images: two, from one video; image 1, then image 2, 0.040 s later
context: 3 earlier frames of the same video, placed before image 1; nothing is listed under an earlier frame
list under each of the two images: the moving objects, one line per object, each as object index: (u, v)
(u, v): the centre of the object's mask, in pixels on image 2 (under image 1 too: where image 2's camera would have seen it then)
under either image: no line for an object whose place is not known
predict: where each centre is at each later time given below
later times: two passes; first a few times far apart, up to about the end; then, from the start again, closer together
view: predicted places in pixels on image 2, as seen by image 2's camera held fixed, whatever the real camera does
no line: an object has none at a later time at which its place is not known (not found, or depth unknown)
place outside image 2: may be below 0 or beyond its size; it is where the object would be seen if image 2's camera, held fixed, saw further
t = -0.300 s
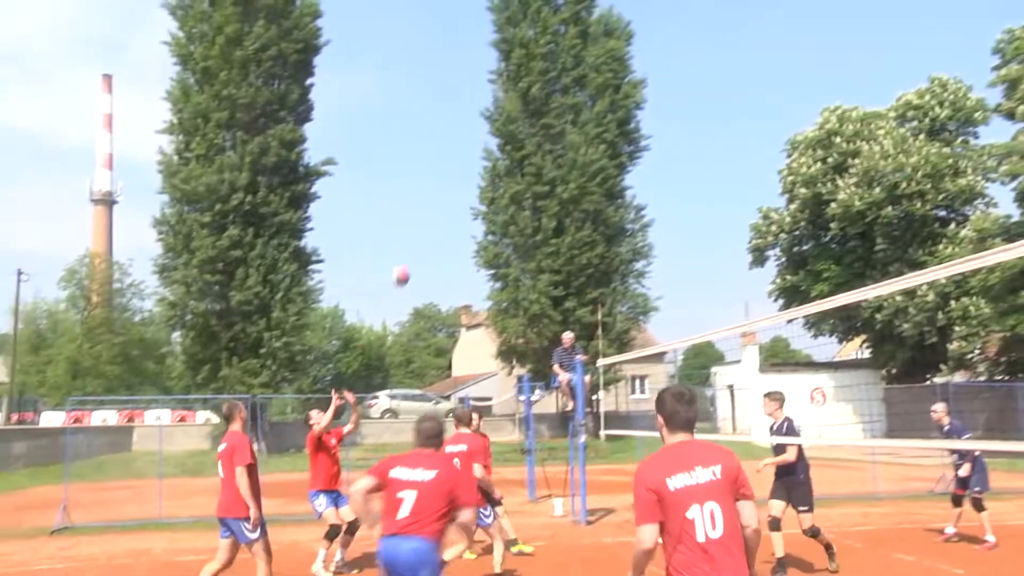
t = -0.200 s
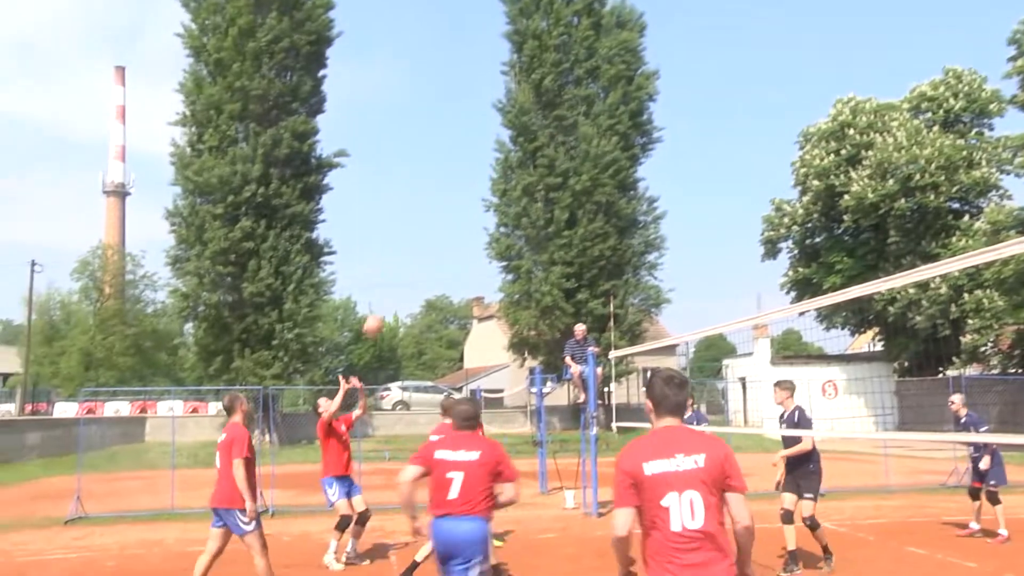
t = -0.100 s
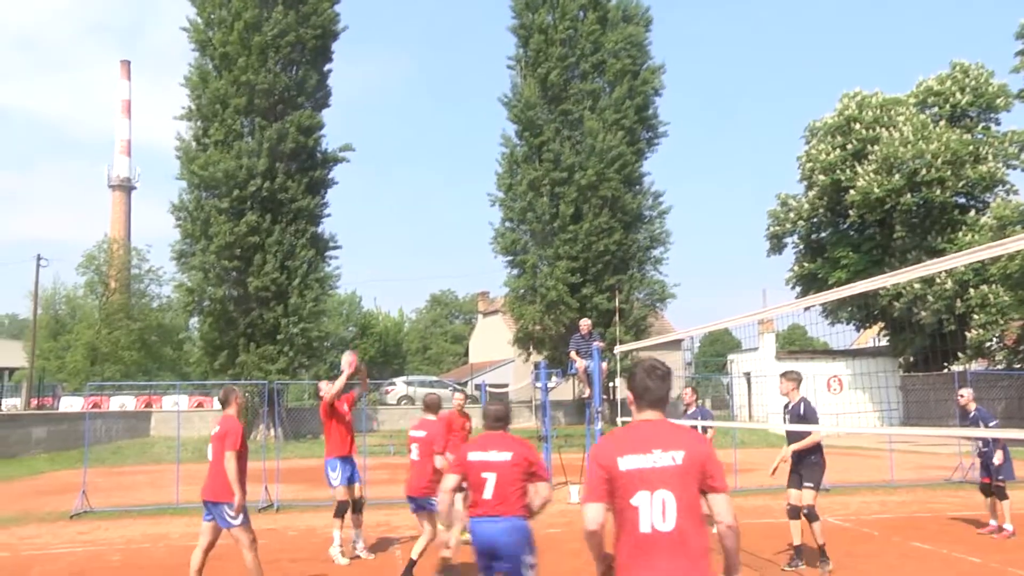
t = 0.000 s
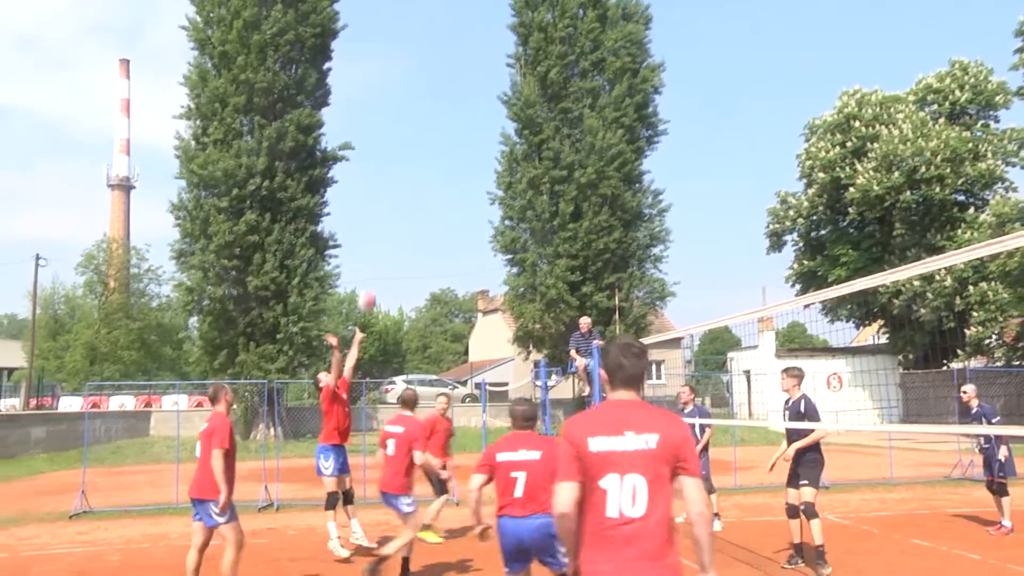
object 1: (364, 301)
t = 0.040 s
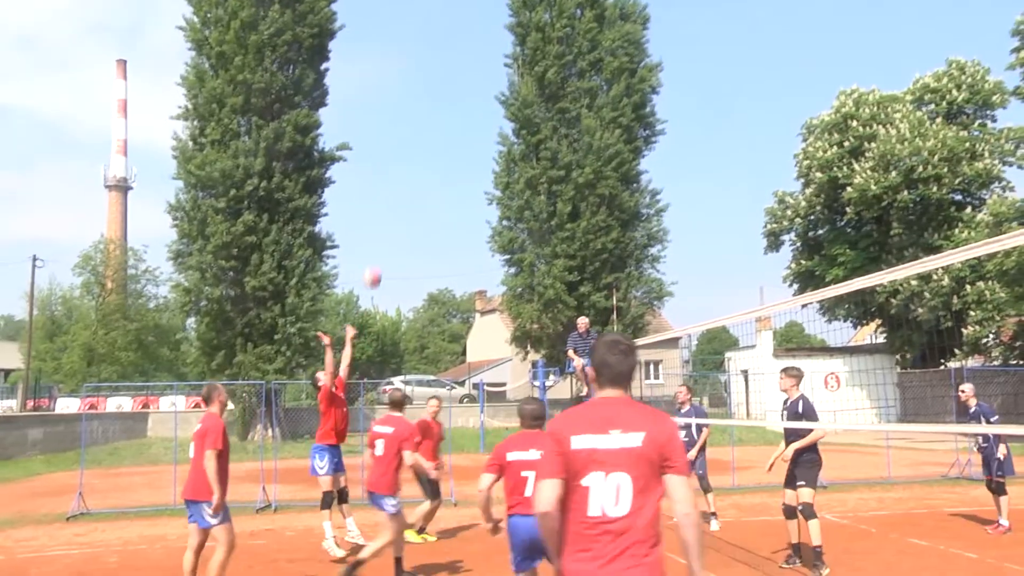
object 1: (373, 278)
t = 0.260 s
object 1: (414, 174)
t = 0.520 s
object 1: (465, 102)
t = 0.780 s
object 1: (521, 86)
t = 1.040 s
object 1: (582, 134)
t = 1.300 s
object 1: (650, 263)
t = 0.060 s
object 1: (376, 267)
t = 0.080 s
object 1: (380, 256)
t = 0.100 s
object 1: (384, 246)
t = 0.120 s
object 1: (388, 236)
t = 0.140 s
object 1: (392, 226)
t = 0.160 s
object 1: (395, 217)
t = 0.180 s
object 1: (399, 207)
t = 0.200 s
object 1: (403, 199)
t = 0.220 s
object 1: (407, 190)
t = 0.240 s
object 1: (410, 182)
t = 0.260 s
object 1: (414, 174)
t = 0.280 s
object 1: (418, 167)
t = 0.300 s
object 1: (422, 159)
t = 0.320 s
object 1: (426, 153)
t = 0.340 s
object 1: (430, 146)
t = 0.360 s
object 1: (434, 139)
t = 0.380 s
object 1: (437, 134)
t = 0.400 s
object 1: (441, 128)
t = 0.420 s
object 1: (446, 123)
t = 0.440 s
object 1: (449, 118)
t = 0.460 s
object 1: (453, 114)
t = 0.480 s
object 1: (456, 110)
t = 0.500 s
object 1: (461, 105)
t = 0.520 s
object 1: (465, 102)
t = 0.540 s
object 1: (469, 98)
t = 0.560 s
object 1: (474, 95)
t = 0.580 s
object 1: (478, 93)
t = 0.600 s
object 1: (482, 91)
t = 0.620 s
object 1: (487, 89)
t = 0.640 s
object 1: (491, 87)
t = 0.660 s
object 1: (495, 86)
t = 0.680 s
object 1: (499, 86)
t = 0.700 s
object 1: (503, 85)
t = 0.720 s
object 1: (508, 85)
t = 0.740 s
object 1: (512, 85)
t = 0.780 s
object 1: (521, 86)
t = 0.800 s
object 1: (525, 87)
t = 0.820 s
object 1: (530, 89)
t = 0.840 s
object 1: (535, 91)
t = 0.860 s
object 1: (539, 93)
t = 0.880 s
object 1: (544, 96)
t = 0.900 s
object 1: (548, 99)
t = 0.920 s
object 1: (553, 103)
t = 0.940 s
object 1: (558, 108)
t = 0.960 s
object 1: (563, 112)
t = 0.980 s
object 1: (568, 117)
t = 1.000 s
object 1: (572, 122)
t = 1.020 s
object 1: (577, 128)
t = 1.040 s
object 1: (582, 134)
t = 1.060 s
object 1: (587, 141)
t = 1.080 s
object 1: (592, 148)
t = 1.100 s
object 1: (597, 156)
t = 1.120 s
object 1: (602, 165)
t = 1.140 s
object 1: (607, 174)
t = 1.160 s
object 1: (613, 182)
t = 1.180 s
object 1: (618, 192)
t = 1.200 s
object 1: (622, 204)
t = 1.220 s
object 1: (629, 213)
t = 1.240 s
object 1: (635, 225)
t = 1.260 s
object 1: (639, 236)
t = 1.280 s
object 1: (645, 249)
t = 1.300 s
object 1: (650, 263)
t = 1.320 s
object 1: (655, 276)
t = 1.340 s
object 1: (662, 291)
